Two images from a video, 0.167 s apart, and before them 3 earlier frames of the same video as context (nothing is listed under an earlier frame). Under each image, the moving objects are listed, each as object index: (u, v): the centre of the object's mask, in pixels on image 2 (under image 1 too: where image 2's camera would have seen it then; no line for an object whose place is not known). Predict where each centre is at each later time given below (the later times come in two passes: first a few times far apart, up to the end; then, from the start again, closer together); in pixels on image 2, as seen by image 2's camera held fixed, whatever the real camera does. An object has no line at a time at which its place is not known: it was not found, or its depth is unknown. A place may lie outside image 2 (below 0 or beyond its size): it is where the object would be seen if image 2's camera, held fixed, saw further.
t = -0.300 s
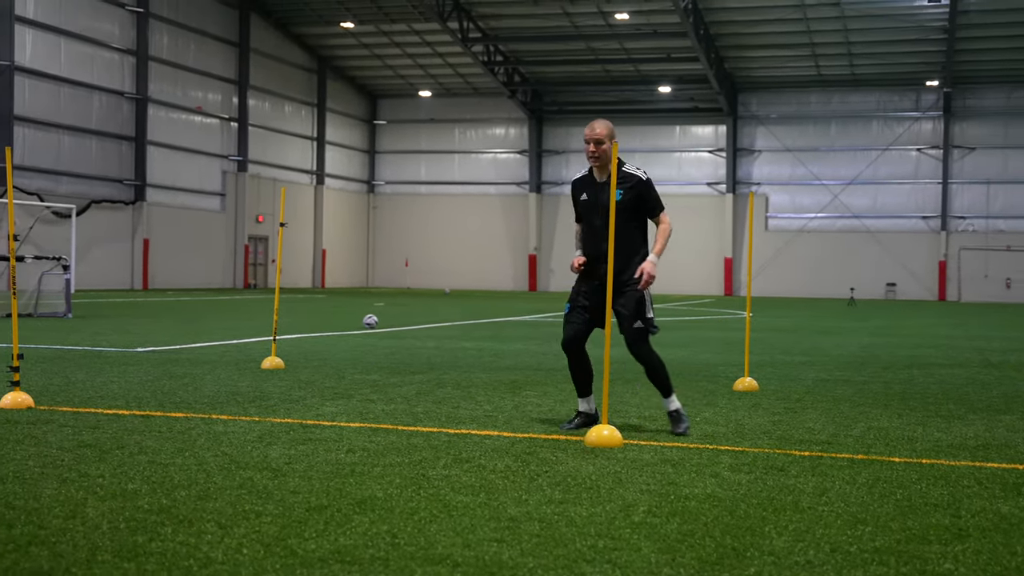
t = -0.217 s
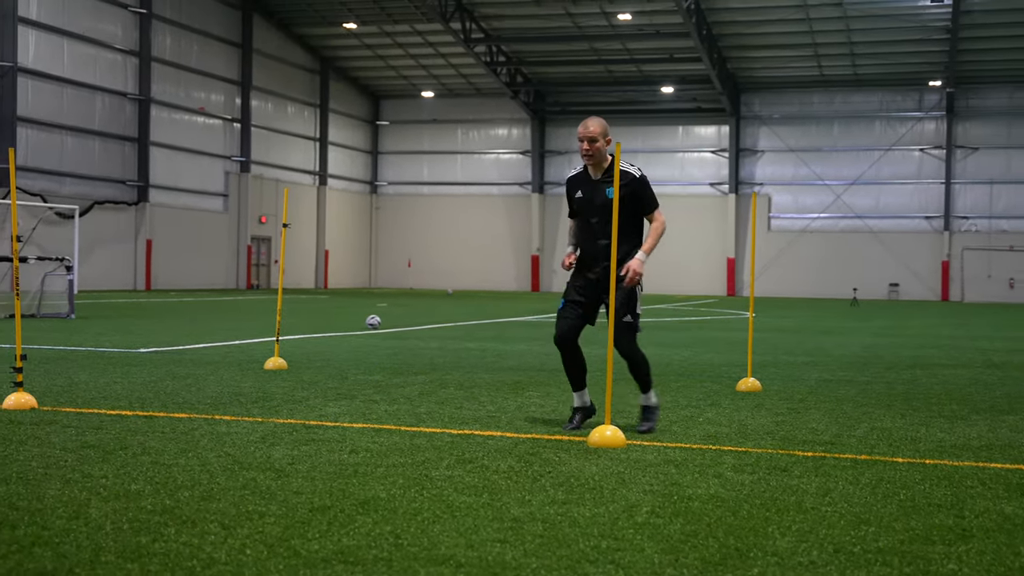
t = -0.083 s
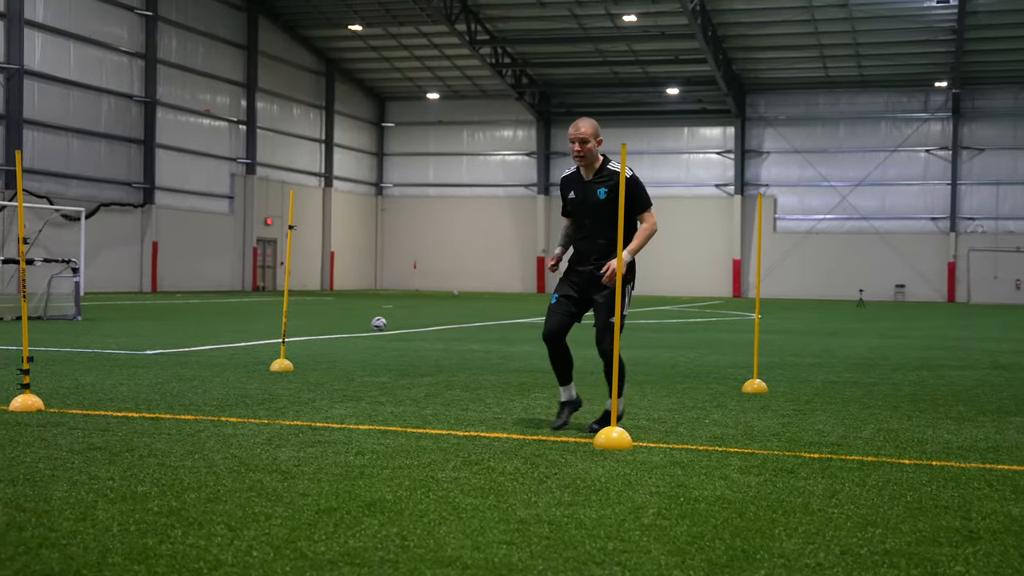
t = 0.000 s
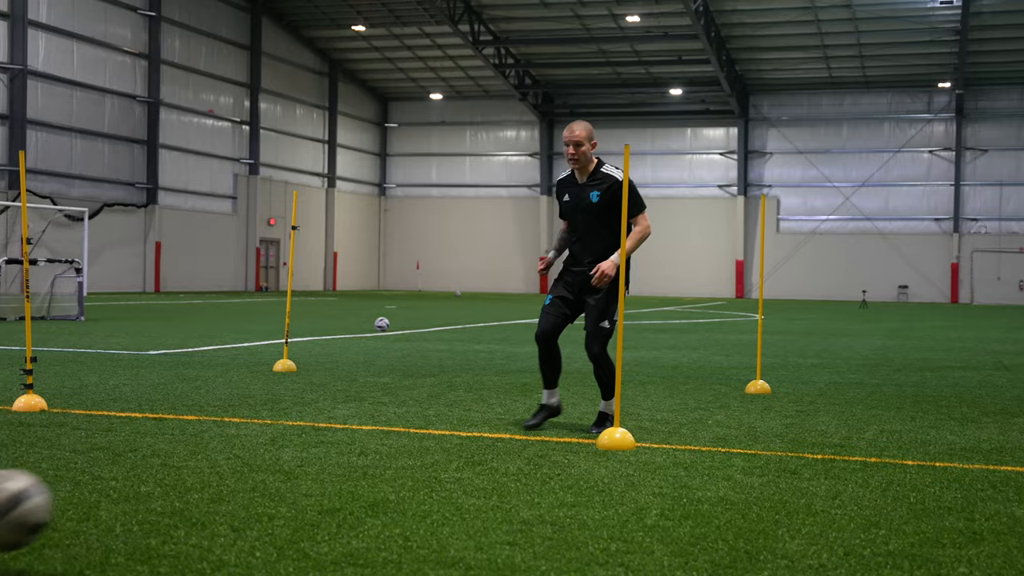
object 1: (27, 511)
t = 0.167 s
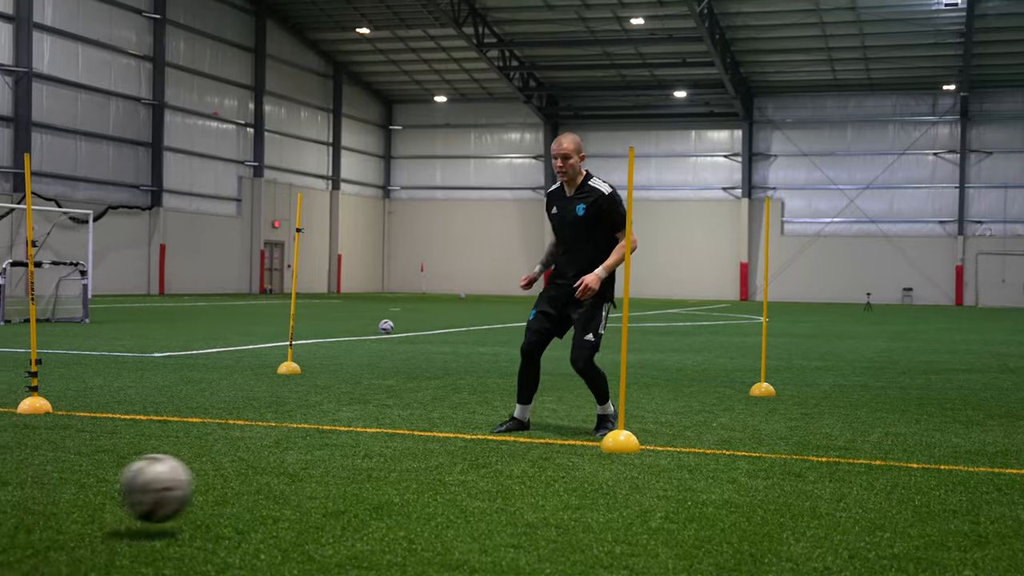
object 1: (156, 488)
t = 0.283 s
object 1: (231, 483)
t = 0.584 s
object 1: (346, 435)
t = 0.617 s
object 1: (355, 434)
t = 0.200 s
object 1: (179, 487)
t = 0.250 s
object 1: (212, 486)
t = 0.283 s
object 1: (231, 483)
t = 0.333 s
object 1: (253, 470)
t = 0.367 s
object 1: (267, 463)
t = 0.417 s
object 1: (287, 453)
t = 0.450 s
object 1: (300, 448)
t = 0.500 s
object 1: (318, 441)
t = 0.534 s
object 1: (329, 438)
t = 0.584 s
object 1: (346, 435)
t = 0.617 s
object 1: (355, 434)
